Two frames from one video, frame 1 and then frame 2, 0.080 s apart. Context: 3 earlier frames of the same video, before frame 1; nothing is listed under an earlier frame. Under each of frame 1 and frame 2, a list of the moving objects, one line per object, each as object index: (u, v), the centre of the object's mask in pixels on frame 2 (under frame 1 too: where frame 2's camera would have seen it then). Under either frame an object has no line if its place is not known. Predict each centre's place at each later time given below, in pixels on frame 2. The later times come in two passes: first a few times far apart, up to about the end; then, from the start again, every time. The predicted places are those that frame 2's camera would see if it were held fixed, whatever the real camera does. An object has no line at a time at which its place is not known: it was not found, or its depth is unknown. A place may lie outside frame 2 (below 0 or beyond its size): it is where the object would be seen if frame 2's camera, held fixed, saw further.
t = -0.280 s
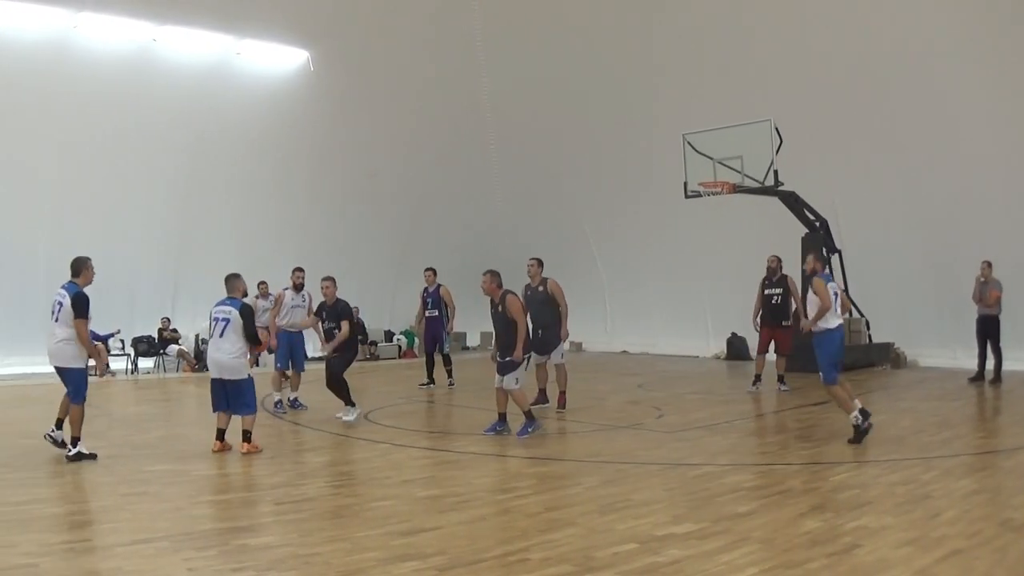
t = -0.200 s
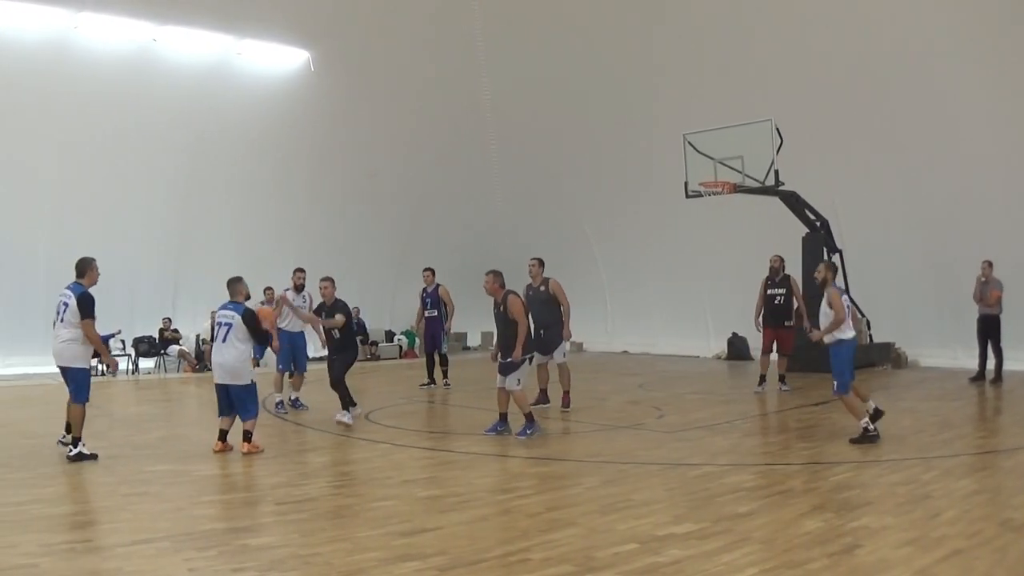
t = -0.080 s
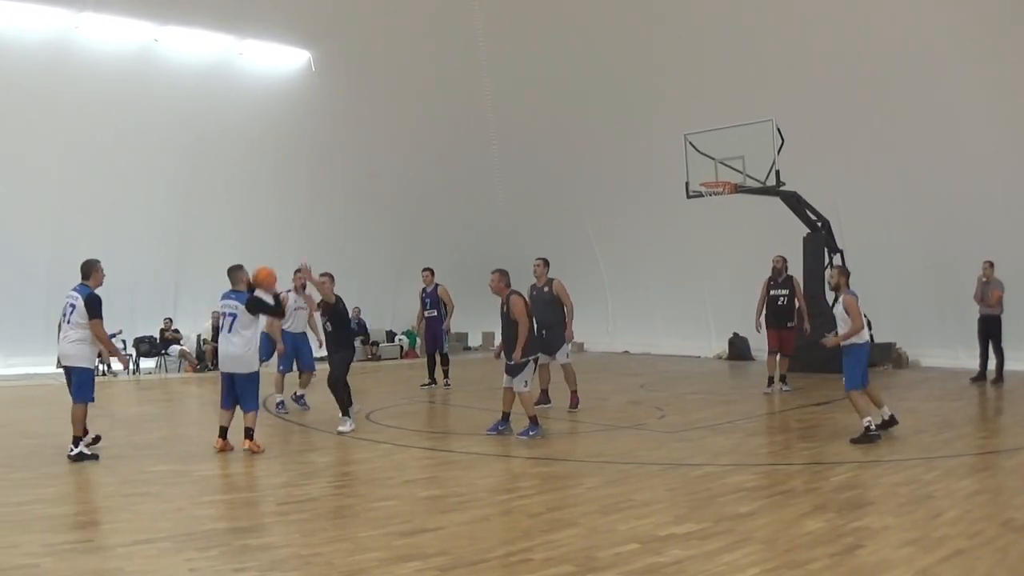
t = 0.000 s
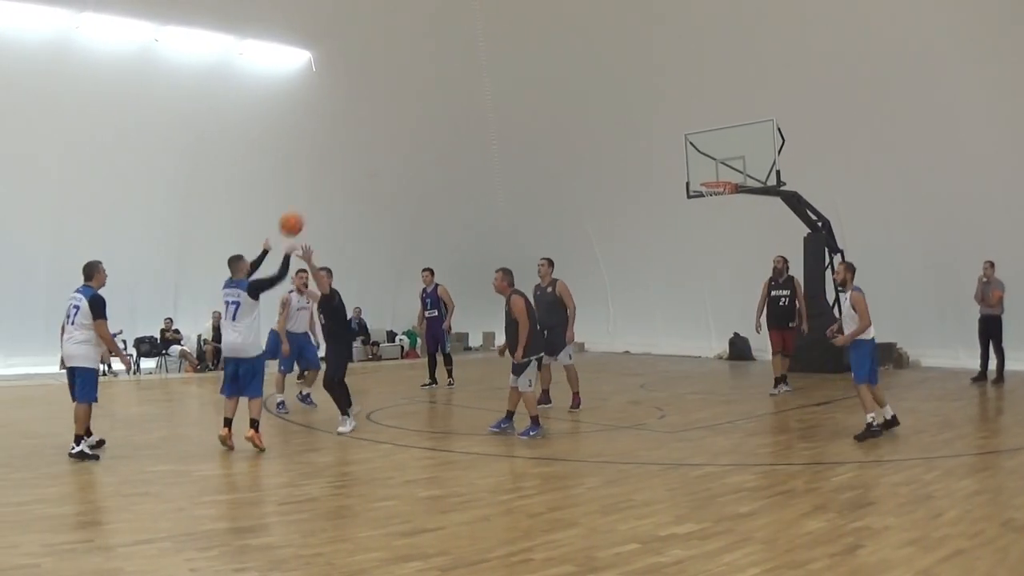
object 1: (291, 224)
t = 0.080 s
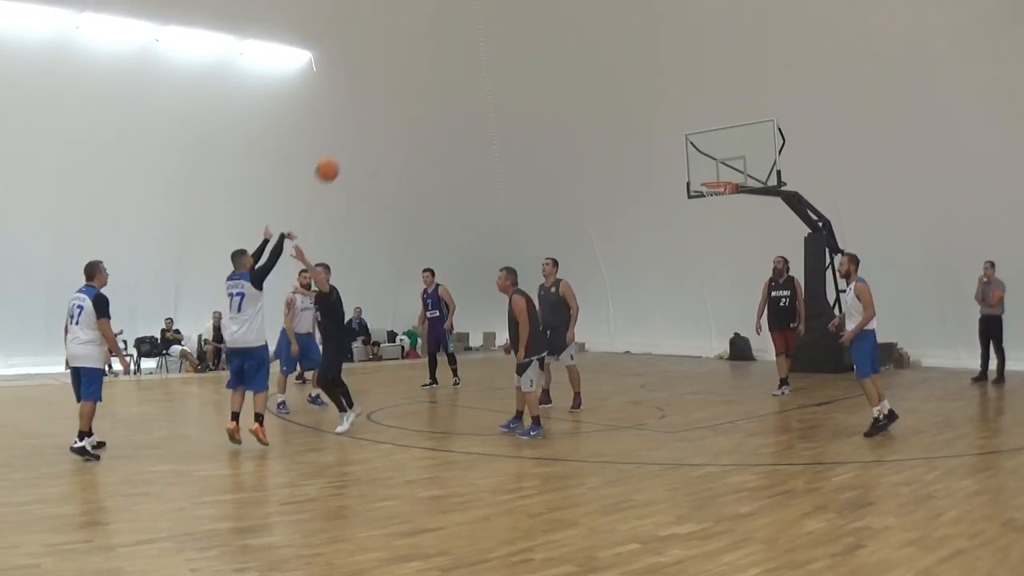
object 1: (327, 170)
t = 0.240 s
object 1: (392, 89)
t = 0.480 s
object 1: (476, 23)
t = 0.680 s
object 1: (536, 10)
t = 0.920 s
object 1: (597, 33)
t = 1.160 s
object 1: (650, 90)
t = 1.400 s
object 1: (698, 175)
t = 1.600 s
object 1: (716, 142)
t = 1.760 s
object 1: (706, 125)
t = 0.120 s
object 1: (344, 146)
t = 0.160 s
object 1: (360, 126)
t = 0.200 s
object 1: (376, 106)
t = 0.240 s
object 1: (392, 89)
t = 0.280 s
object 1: (407, 74)
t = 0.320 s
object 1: (421, 60)
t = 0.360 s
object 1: (436, 49)
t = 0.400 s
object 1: (450, 39)
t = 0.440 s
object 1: (463, 30)
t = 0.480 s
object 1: (476, 23)
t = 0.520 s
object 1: (489, 18)
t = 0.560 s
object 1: (501, 14)
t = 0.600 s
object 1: (513, 12)
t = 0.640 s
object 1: (524, 10)
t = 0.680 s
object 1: (536, 10)
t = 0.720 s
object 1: (546, 11)
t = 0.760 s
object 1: (557, 14)
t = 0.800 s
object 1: (568, 17)
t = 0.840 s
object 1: (578, 21)
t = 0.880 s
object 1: (587, 27)
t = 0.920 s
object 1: (597, 33)
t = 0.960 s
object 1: (606, 41)
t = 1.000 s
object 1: (616, 49)
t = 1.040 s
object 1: (625, 58)
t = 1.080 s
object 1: (633, 68)
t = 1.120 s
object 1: (642, 78)
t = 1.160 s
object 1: (650, 90)
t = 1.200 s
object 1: (658, 102)
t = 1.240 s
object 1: (667, 115)
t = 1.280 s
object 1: (675, 129)
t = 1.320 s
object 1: (683, 144)
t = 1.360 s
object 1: (690, 160)
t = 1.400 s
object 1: (698, 175)
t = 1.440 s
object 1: (702, 170)
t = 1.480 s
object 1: (705, 162)
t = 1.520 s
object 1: (709, 154)
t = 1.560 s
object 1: (712, 147)
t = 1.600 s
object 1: (716, 142)
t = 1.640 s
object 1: (713, 137)
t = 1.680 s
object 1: (711, 132)
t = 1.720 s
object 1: (708, 128)
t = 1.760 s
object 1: (706, 125)
